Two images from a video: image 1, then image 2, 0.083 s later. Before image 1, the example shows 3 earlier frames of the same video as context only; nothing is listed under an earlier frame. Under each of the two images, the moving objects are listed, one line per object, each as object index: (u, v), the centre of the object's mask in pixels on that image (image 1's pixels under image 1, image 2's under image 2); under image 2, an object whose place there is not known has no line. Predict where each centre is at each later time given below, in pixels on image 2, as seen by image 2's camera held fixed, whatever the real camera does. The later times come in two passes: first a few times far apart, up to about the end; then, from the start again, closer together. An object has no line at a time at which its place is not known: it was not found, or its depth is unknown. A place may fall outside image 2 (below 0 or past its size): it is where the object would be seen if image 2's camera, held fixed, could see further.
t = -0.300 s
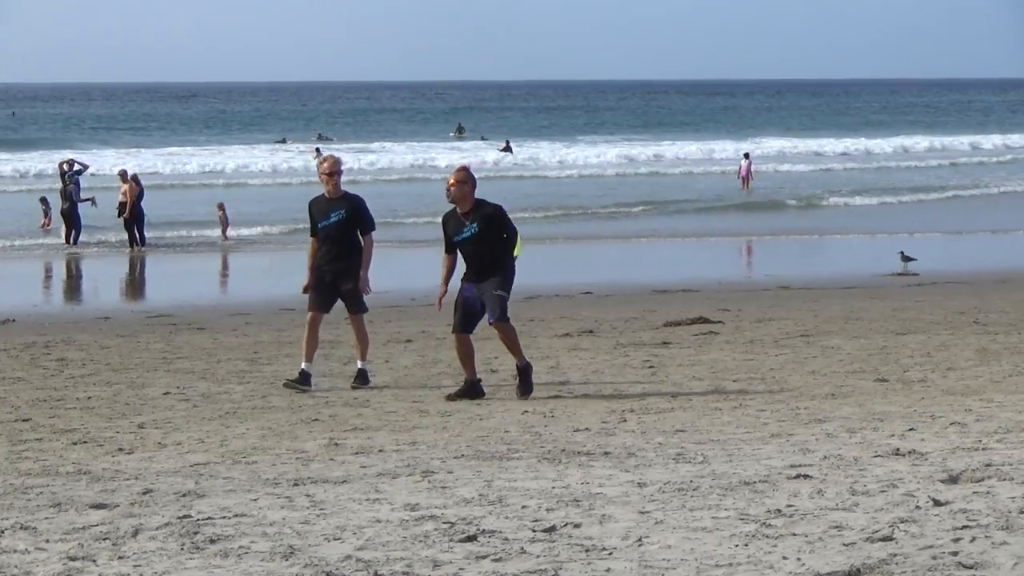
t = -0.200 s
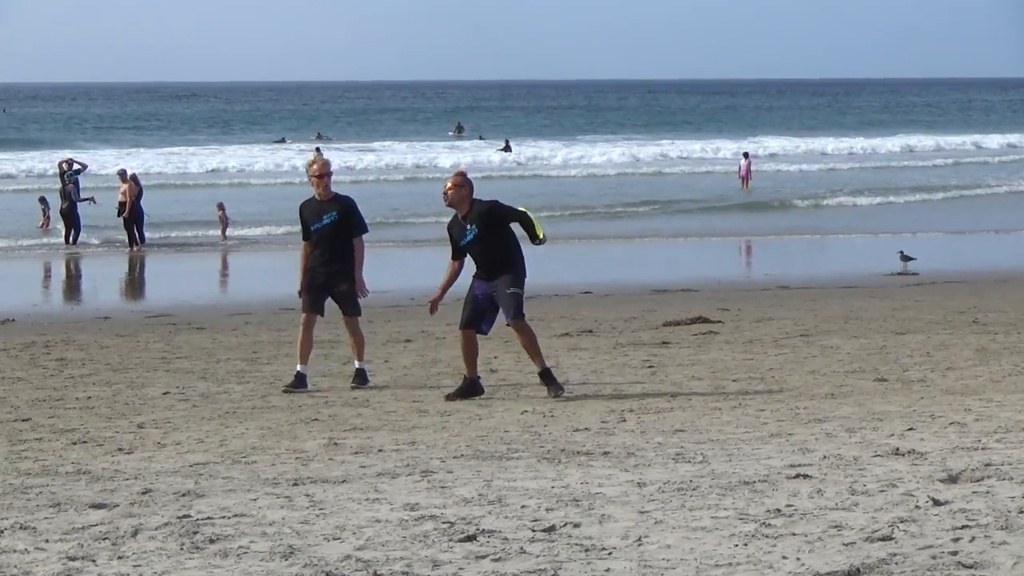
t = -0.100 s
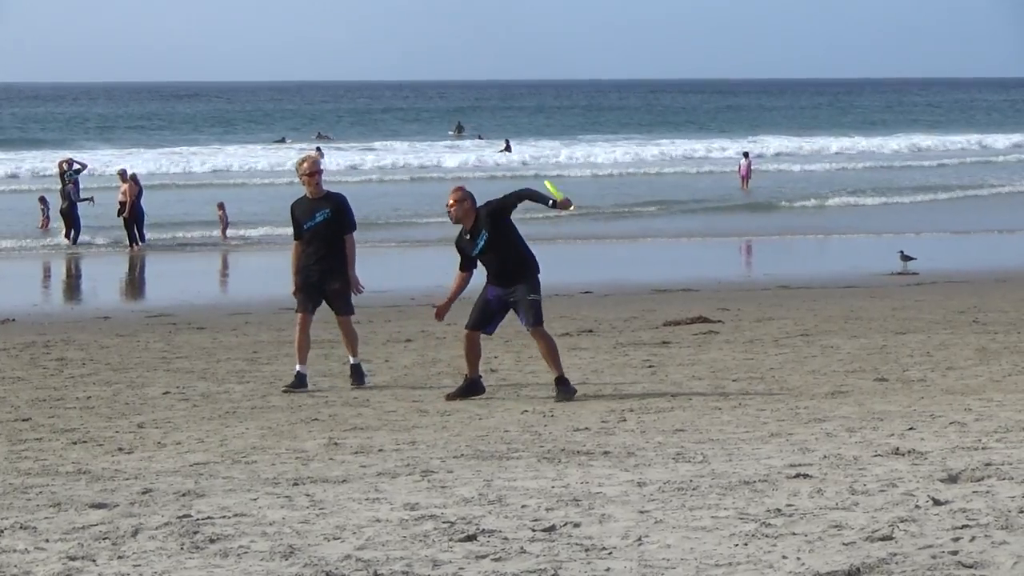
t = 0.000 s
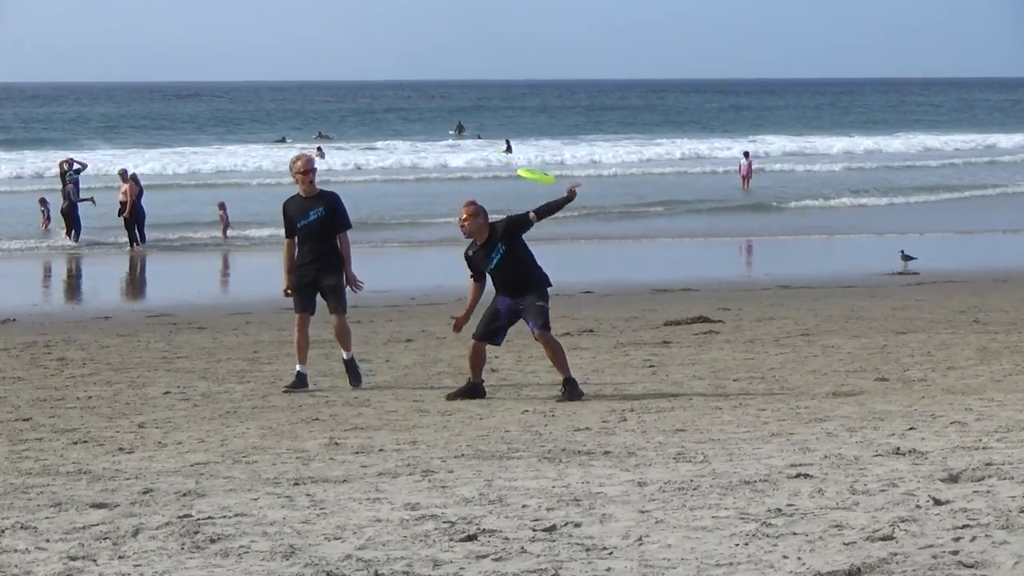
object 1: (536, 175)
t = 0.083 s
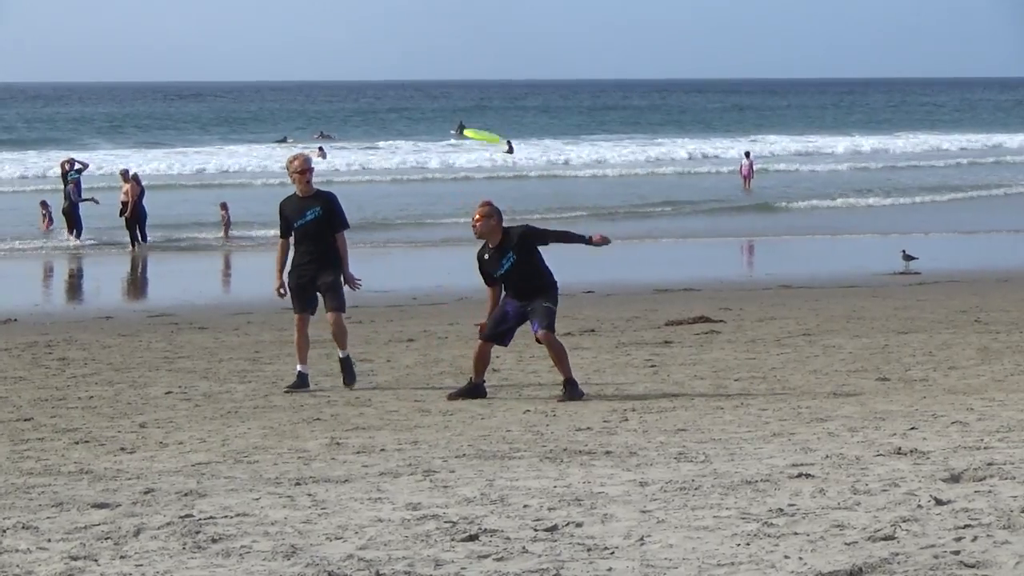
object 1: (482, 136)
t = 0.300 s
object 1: (353, 83)
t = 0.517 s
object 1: (242, 70)
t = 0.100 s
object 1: (472, 130)
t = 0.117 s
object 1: (462, 123)
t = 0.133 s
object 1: (451, 118)
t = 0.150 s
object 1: (441, 112)
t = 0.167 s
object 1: (430, 107)
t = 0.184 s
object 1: (420, 103)
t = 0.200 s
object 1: (410, 99)
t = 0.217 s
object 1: (400, 96)
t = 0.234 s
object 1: (390, 92)
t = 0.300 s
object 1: (353, 83)
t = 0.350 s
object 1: (326, 79)
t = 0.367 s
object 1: (316, 77)
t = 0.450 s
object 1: (275, 73)
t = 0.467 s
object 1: (267, 72)
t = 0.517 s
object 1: (242, 70)
